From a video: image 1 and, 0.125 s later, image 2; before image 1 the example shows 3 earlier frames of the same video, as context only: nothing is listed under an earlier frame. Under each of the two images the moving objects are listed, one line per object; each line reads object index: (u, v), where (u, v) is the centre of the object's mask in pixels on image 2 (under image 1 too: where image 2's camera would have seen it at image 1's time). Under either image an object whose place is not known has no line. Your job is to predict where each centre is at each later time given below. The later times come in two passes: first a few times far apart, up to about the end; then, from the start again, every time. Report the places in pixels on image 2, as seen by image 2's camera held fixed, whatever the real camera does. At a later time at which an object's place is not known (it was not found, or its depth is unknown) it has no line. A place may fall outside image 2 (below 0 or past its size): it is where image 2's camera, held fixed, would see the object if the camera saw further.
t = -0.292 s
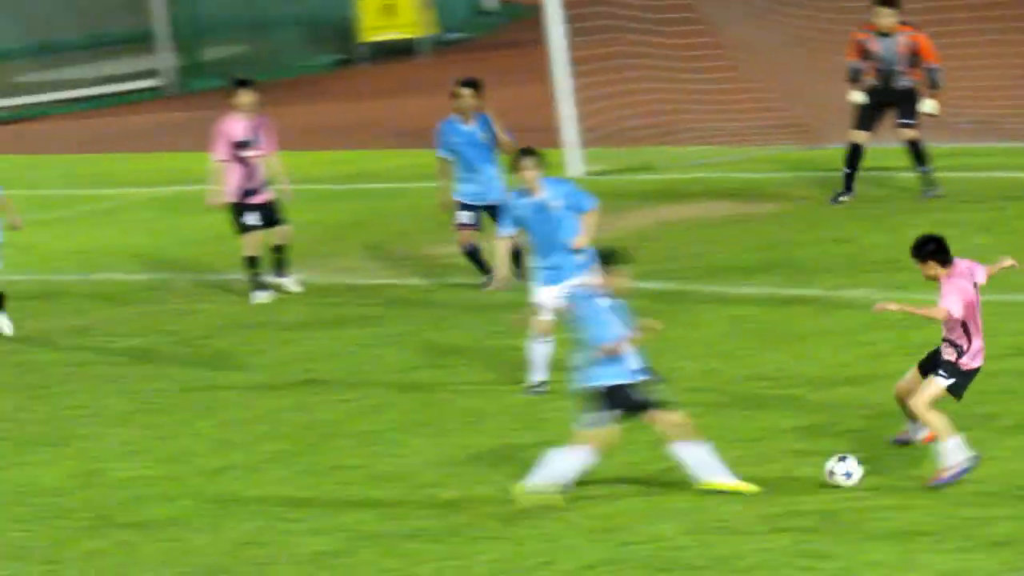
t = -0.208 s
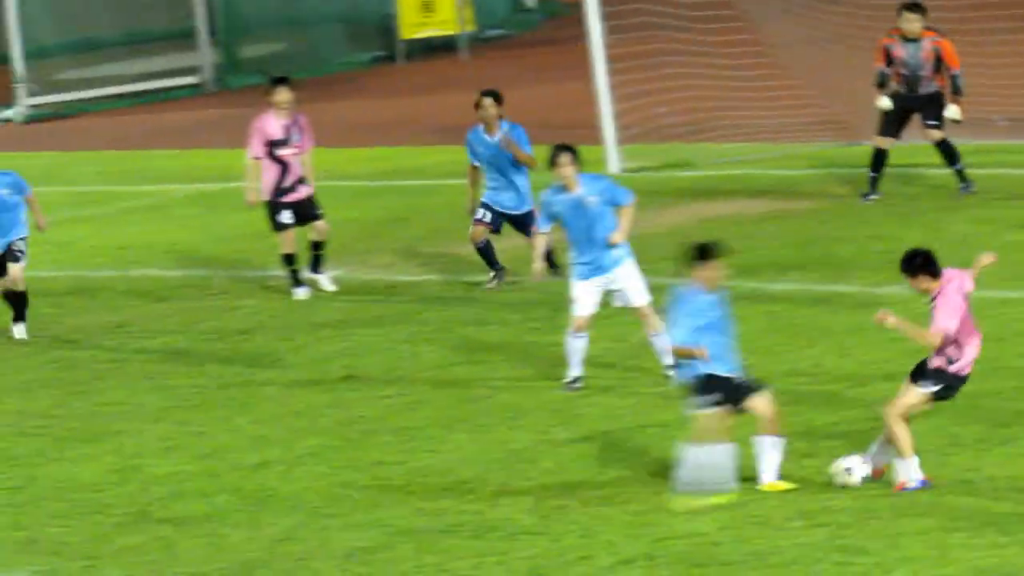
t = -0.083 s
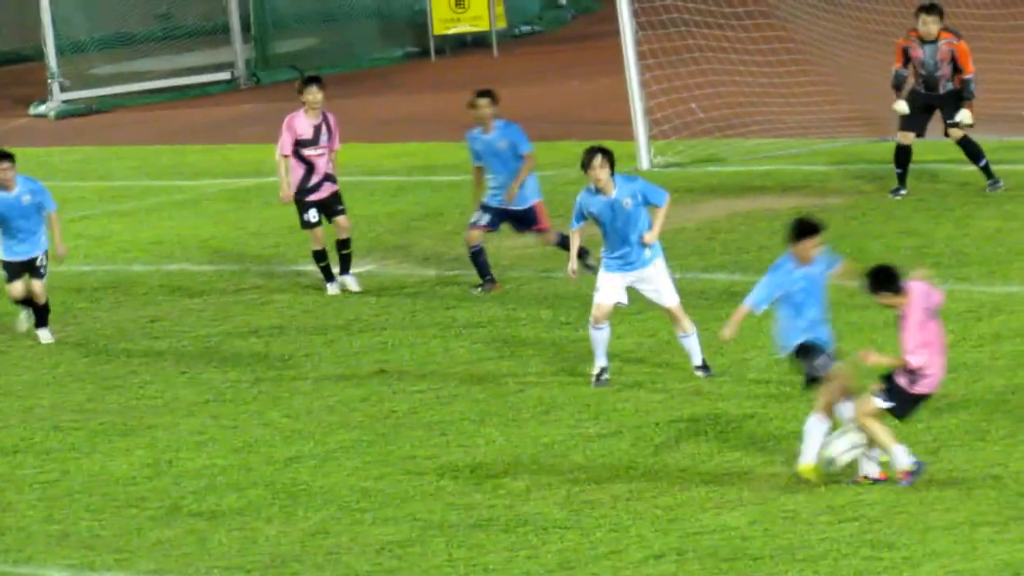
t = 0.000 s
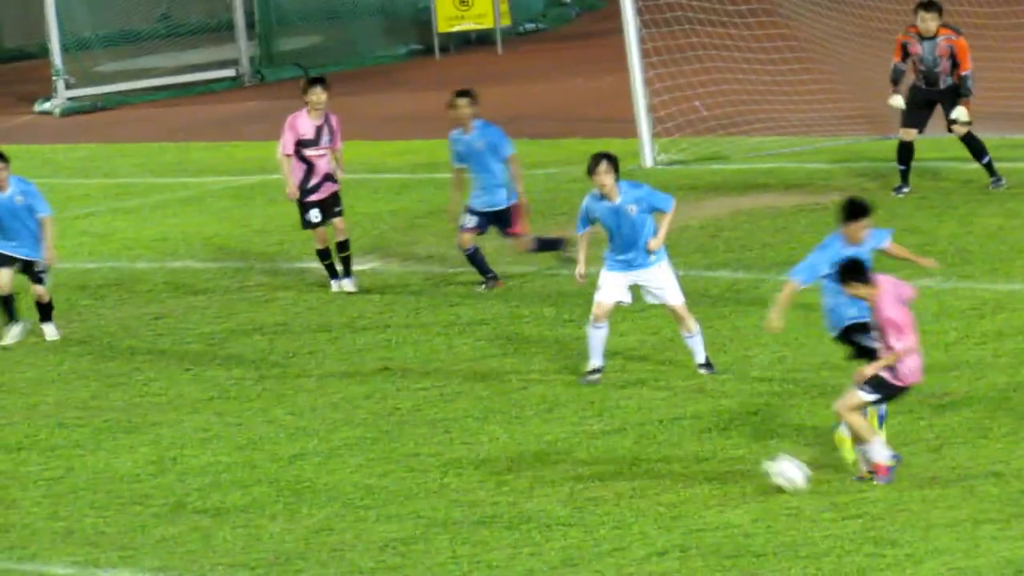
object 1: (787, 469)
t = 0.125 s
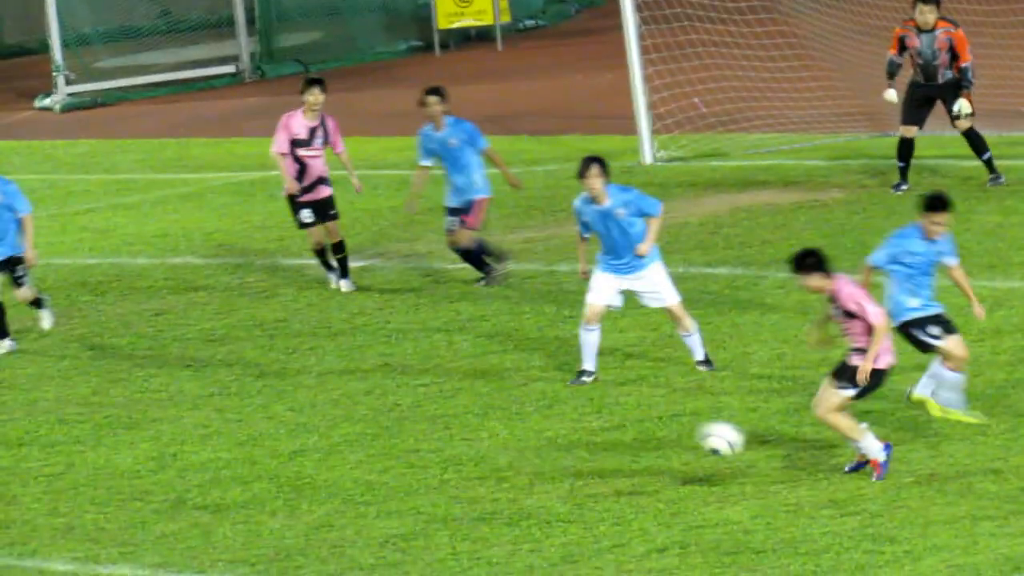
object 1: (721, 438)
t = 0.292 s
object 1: (640, 434)
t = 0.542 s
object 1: (528, 490)
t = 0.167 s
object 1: (700, 433)
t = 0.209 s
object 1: (680, 431)
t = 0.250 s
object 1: (659, 431)
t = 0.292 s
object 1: (640, 434)
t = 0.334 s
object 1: (621, 441)
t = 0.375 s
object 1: (602, 448)
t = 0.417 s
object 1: (584, 460)
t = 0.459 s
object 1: (566, 475)
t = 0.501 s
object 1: (548, 491)
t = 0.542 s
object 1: (528, 490)
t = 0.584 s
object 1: (508, 485)
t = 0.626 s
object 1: (488, 483)
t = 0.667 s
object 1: (470, 483)
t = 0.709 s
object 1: (452, 486)
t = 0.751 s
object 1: (434, 492)
